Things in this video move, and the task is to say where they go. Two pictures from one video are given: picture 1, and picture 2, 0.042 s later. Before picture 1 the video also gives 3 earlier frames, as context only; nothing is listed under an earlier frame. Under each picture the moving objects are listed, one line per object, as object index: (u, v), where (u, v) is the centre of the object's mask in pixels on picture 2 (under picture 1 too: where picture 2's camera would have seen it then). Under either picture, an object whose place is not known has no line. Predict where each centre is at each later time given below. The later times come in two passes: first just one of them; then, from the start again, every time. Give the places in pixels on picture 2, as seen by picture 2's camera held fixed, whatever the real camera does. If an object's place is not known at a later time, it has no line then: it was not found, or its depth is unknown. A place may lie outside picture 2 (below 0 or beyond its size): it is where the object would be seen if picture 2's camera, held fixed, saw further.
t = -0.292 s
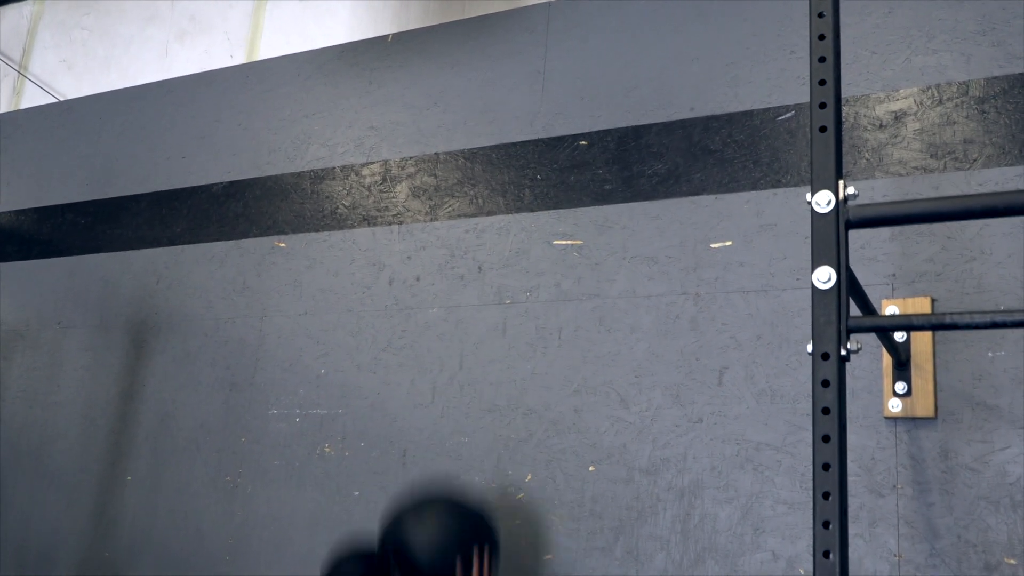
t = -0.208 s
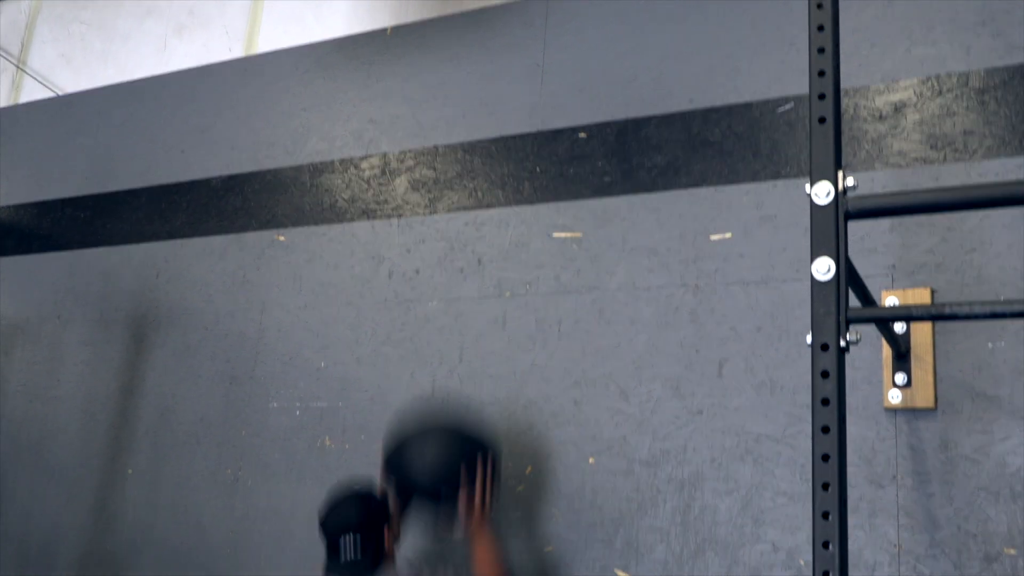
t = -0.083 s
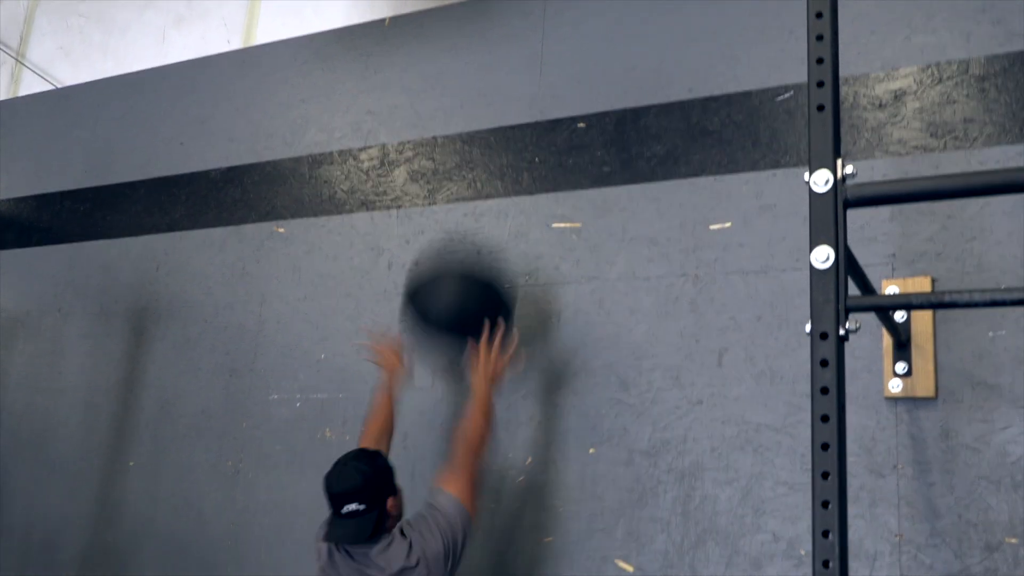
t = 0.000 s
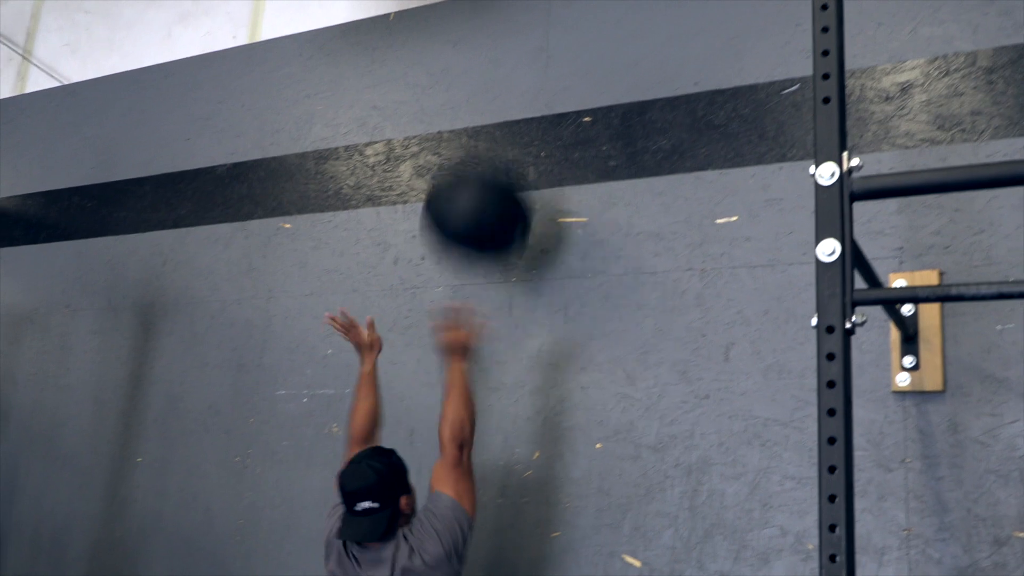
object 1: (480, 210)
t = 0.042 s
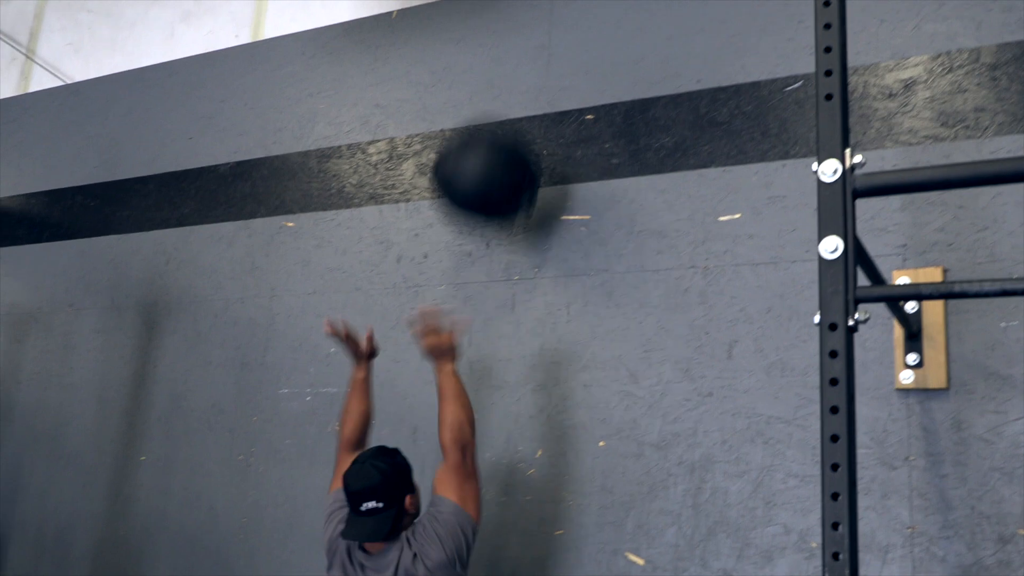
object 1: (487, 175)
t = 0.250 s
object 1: (512, 87)
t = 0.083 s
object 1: (495, 148)
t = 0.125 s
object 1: (507, 129)
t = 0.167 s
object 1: (509, 111)
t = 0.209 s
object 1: (510, 97)
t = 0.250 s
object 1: (512, 87)
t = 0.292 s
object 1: (515, 82)
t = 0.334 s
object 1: (517, 81)
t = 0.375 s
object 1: (516, 81)
